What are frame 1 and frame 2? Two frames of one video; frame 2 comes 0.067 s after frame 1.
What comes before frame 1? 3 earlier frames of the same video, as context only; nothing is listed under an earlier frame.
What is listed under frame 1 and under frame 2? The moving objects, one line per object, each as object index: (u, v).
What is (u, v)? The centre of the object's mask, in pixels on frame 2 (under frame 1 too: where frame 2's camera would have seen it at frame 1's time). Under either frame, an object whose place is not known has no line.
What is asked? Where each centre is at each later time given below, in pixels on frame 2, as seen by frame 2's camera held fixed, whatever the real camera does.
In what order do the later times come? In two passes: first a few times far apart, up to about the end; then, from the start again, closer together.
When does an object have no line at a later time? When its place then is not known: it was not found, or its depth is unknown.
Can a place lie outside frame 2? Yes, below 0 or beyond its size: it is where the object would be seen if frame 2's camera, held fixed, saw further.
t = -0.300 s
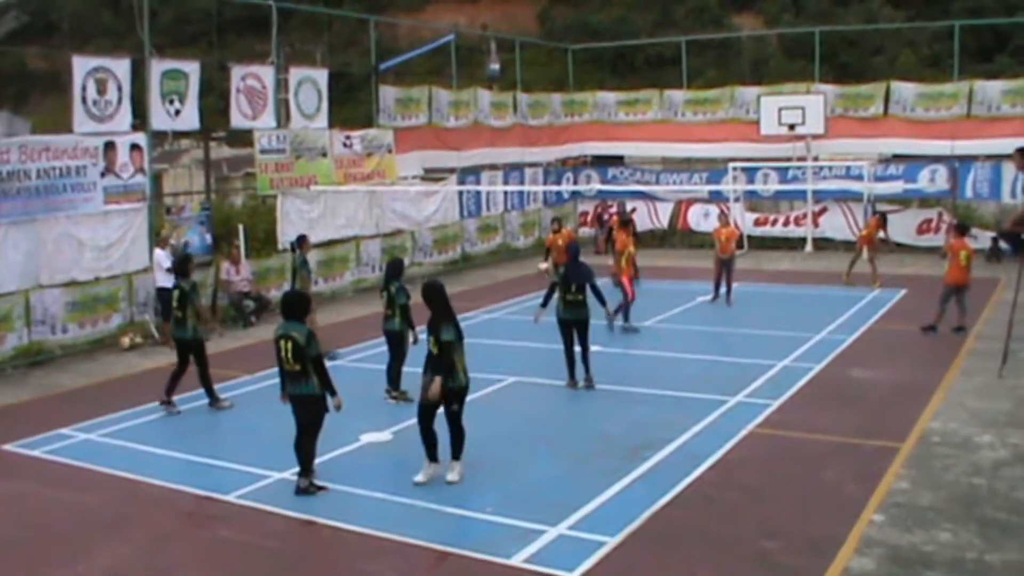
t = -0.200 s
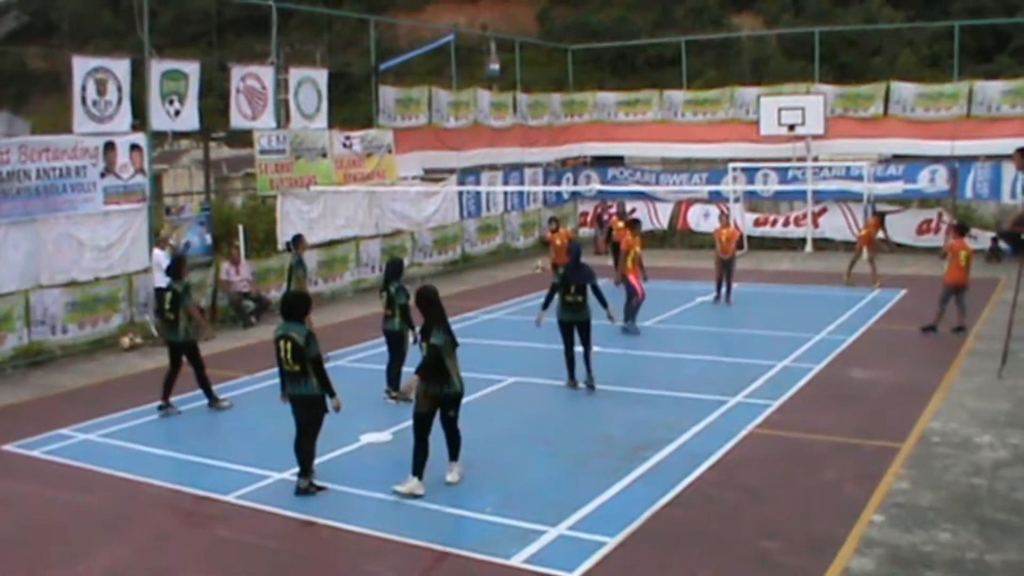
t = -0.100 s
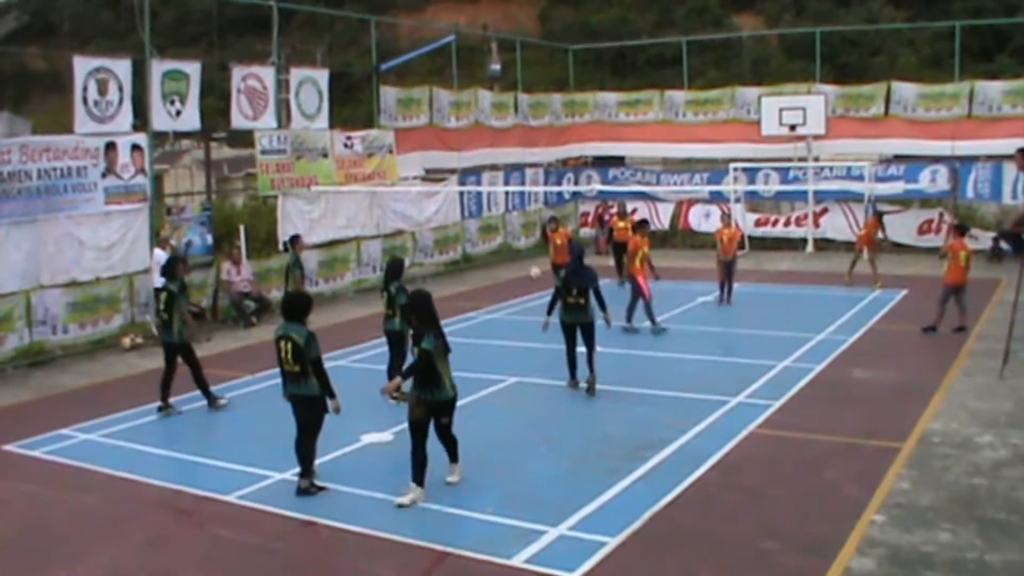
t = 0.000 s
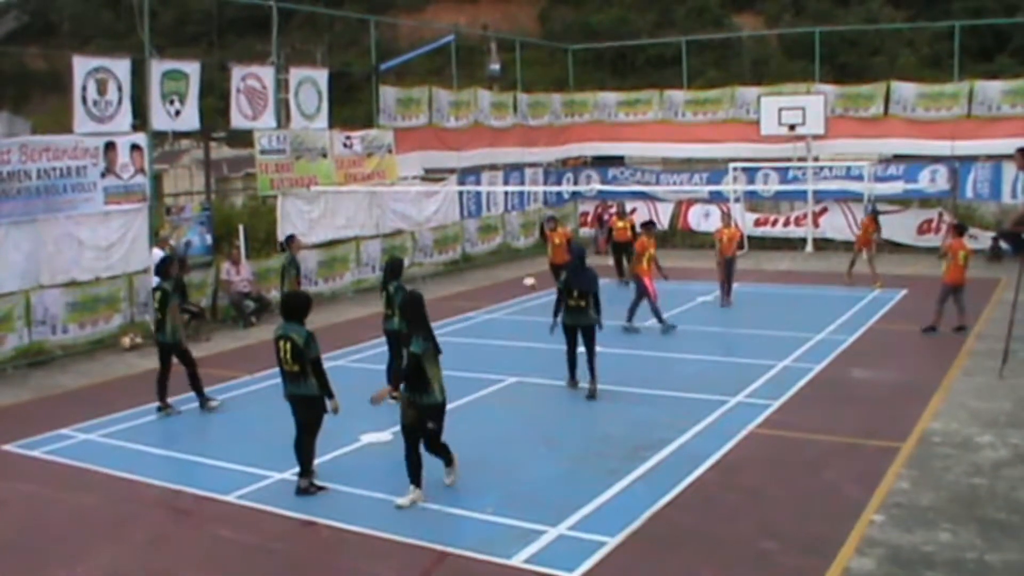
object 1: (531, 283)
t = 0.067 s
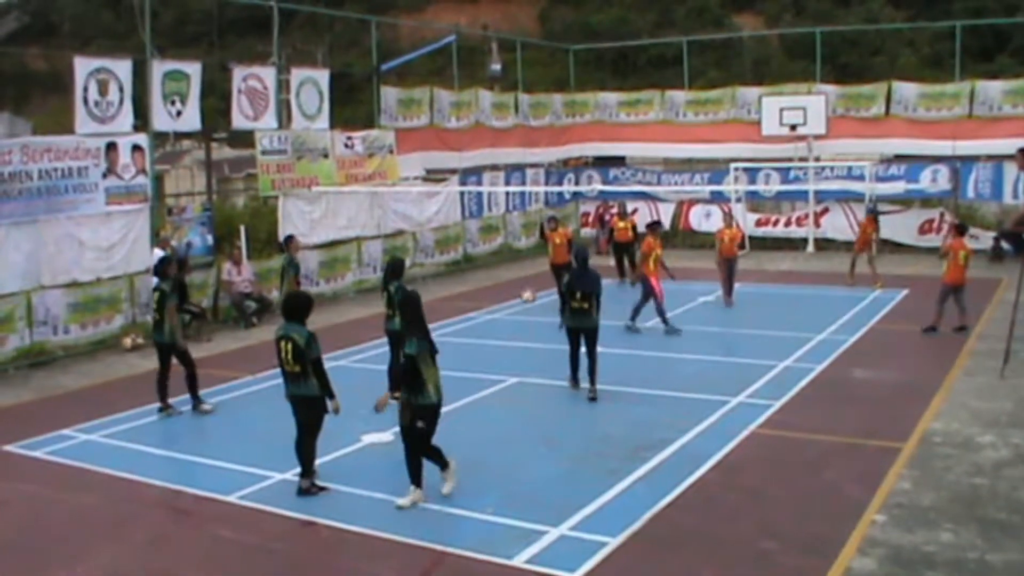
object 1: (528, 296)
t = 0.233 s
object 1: (519, 342)
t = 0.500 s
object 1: (507, 326)
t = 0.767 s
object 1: (495, 363)
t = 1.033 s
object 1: (483, 386)
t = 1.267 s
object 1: (469, 406)
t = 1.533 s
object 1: (453, 448)
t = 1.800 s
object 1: (436, 486)
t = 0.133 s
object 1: (524, 315)
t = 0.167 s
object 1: (521, 328)
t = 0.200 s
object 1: (520, 335)
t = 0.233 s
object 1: (519, 342)
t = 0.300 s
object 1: (516, 343)
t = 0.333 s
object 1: (514, 336)
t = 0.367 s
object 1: (512, 332)
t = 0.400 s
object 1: (511, 332)
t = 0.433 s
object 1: (510, 329)
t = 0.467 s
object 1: (509, 327)
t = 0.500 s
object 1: (507, 326)
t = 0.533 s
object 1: (506, 327)
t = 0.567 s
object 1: (502, 329)
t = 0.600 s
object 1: (503, 331)
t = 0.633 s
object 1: (502, 333)
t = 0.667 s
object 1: (500, 337)
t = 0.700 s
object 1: (498, 346)
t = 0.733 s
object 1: (496, 353)
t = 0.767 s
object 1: (495, 363)
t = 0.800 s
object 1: (494, 369)
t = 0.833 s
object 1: (493, 374)
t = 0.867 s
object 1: (491, 389)
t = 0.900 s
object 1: (489, 399)
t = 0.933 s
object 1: (487, 393)
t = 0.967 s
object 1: (485, 388)
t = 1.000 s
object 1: (484, 387)
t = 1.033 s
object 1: (483, 386)
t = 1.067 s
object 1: (480, 385)
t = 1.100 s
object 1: (478, 386)
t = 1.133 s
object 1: (477, 387)
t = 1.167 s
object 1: (475, 392)
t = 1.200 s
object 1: (474, 396)
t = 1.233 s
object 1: (472, 398)
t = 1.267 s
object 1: (469, 406)
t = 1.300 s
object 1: (468, 414)
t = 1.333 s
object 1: (466, 427)
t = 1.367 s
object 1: (463, 440)
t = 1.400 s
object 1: (462, 450)
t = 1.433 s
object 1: (461, 455)
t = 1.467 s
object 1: (459, 450)
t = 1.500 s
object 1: (456, 447)
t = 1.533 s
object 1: (453, 448)
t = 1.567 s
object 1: (449, 448)
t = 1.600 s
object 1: (448, 450)
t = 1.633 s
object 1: (448, 451)
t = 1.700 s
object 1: (445, 457)
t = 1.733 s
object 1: (442, 464)
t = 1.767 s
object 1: (440, 475)
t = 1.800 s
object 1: (436, 486)
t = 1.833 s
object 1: (436, 493)
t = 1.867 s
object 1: (435, 502)
